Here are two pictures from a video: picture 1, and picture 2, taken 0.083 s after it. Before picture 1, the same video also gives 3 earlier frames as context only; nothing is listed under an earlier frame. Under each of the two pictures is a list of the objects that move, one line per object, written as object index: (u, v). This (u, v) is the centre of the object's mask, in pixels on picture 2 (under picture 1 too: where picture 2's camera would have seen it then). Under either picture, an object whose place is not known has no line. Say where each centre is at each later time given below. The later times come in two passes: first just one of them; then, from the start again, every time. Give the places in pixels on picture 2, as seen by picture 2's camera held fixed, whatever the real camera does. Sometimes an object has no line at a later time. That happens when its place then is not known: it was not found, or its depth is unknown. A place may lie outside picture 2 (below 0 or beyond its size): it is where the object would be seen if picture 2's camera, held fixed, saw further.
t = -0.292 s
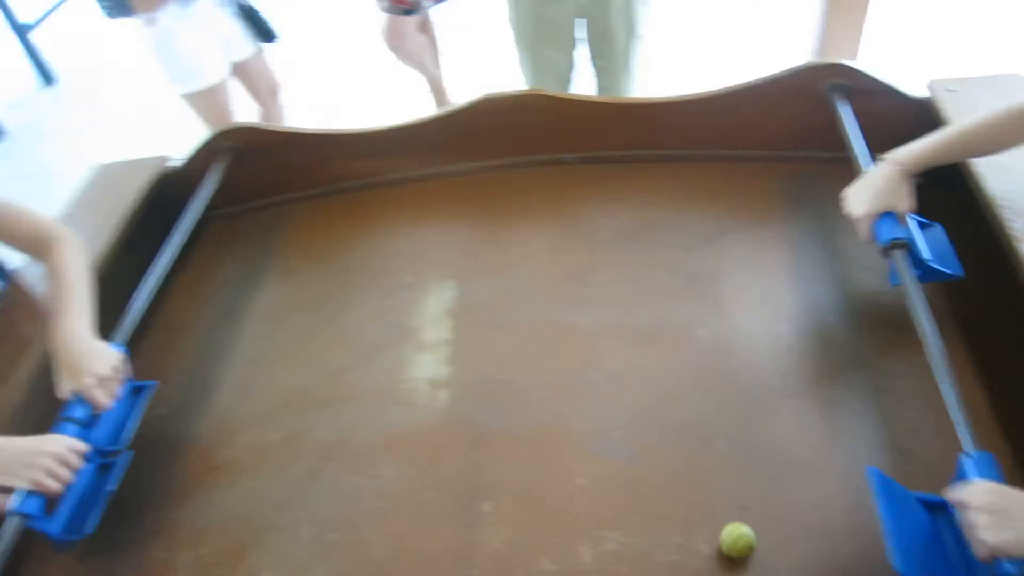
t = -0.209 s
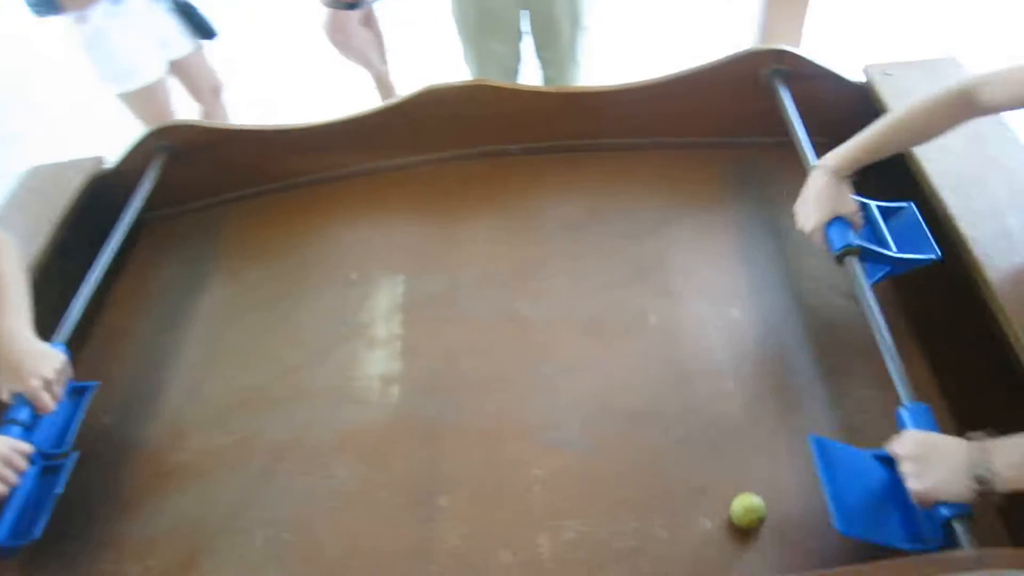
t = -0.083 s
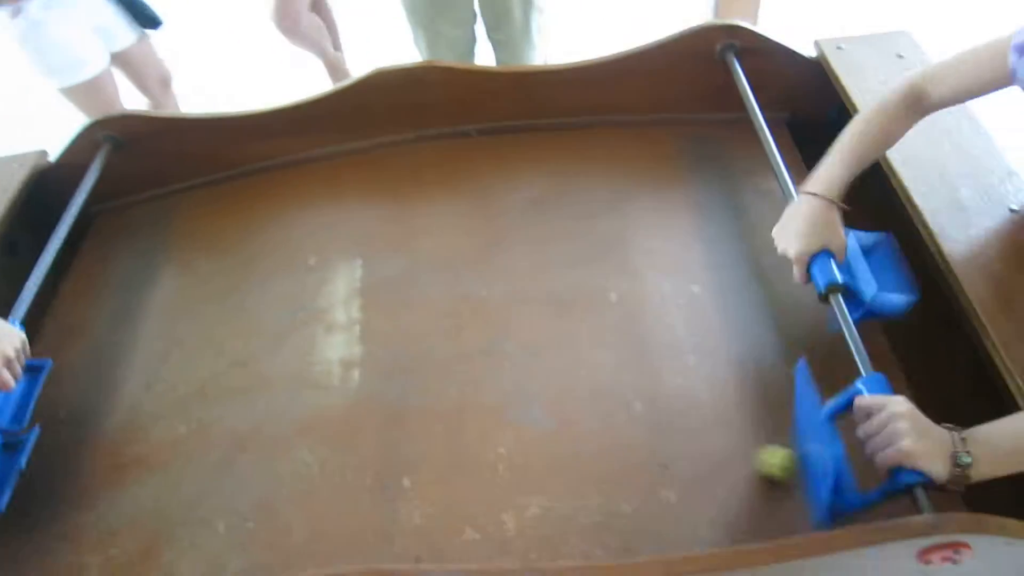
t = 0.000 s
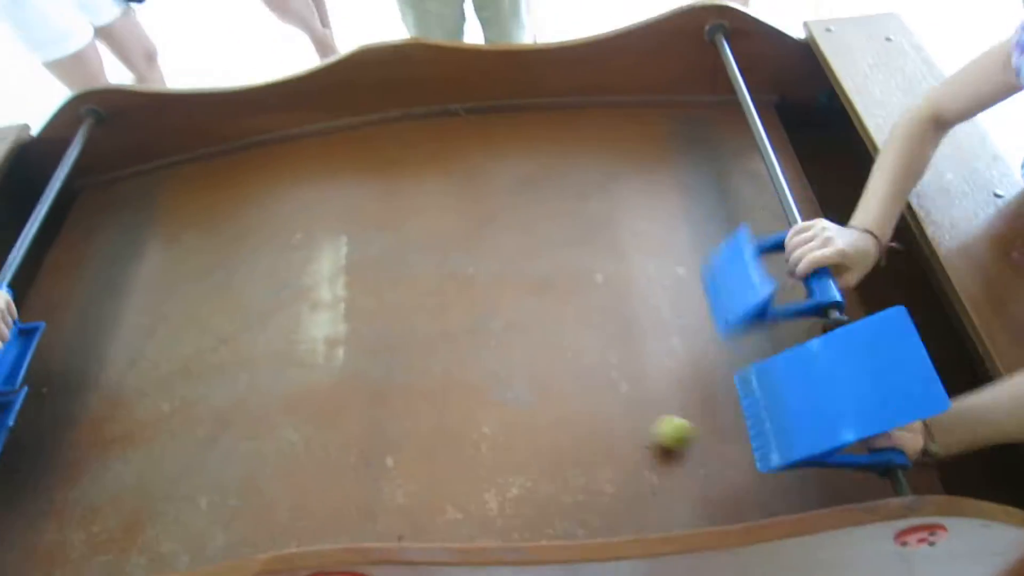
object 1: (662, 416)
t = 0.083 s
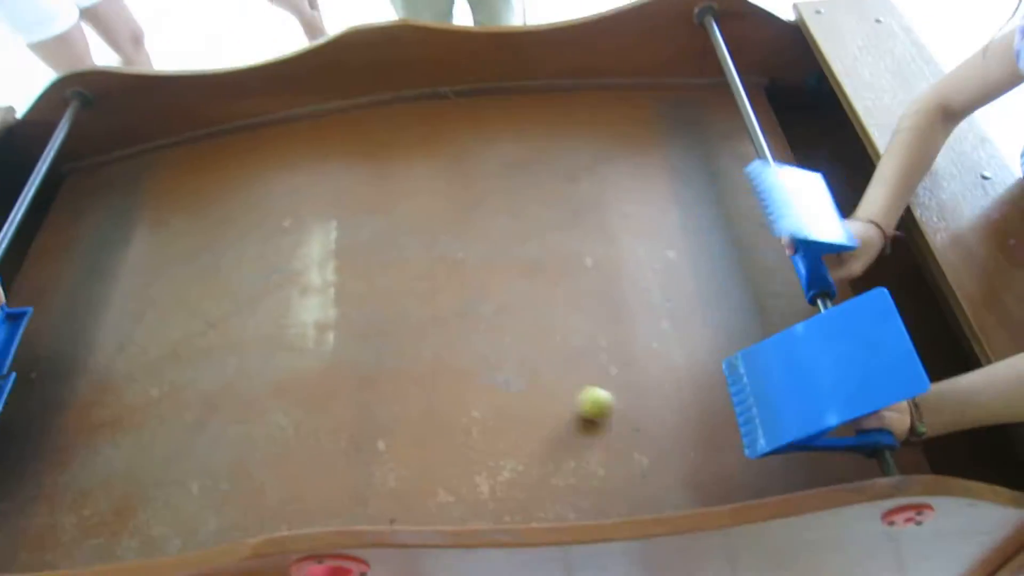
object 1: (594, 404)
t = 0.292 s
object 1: (447, 378)
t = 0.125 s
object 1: (563, 398)
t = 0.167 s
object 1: (531, 393)
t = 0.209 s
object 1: (503, 388)
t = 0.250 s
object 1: (474, 383)
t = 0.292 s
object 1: (447, 378)
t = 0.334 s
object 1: (421, 374)
